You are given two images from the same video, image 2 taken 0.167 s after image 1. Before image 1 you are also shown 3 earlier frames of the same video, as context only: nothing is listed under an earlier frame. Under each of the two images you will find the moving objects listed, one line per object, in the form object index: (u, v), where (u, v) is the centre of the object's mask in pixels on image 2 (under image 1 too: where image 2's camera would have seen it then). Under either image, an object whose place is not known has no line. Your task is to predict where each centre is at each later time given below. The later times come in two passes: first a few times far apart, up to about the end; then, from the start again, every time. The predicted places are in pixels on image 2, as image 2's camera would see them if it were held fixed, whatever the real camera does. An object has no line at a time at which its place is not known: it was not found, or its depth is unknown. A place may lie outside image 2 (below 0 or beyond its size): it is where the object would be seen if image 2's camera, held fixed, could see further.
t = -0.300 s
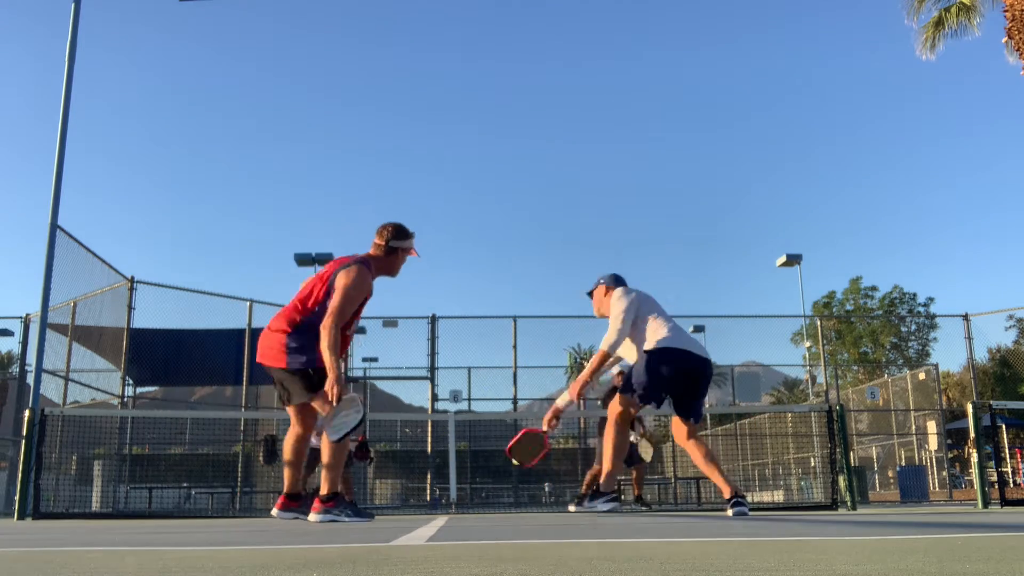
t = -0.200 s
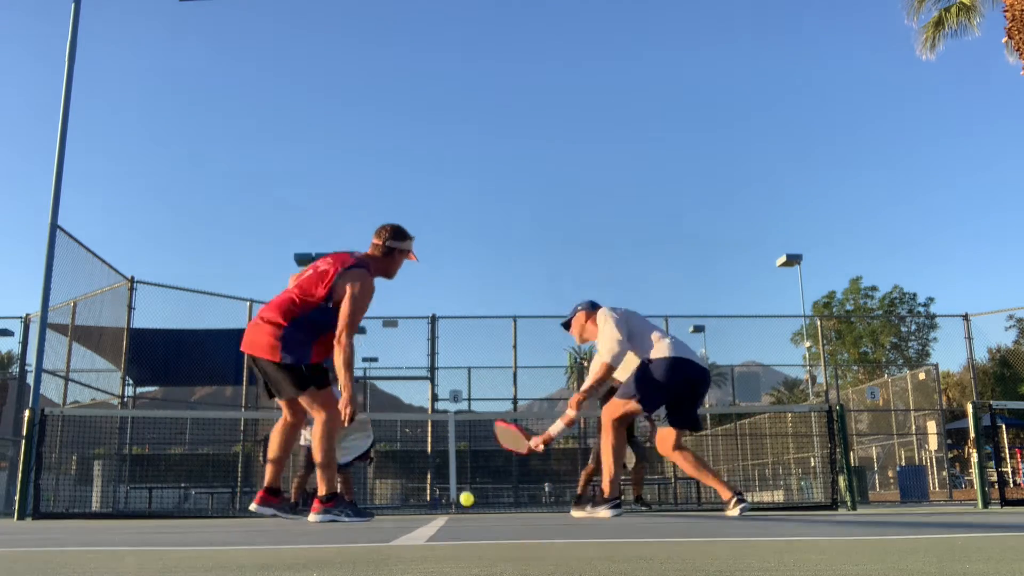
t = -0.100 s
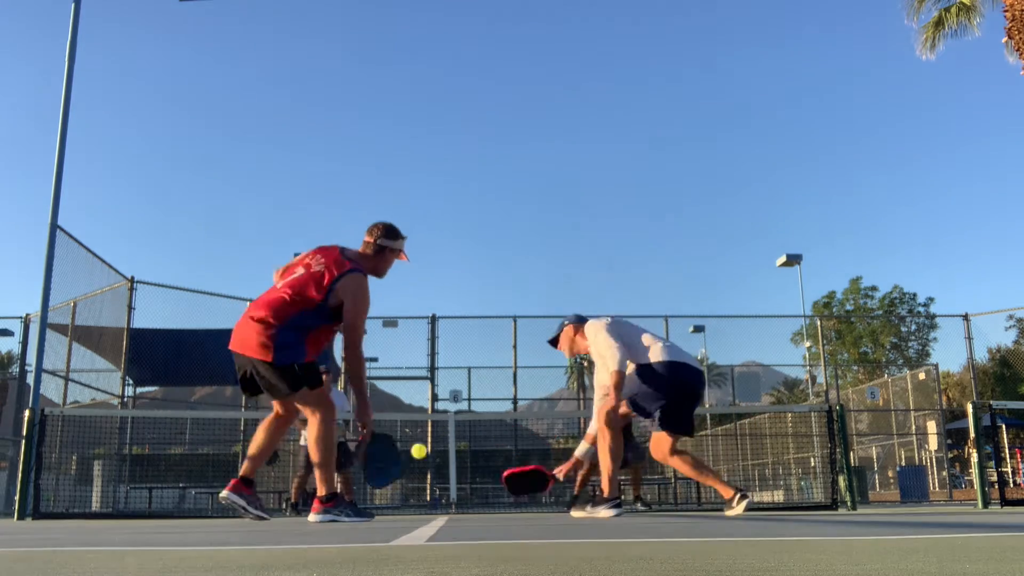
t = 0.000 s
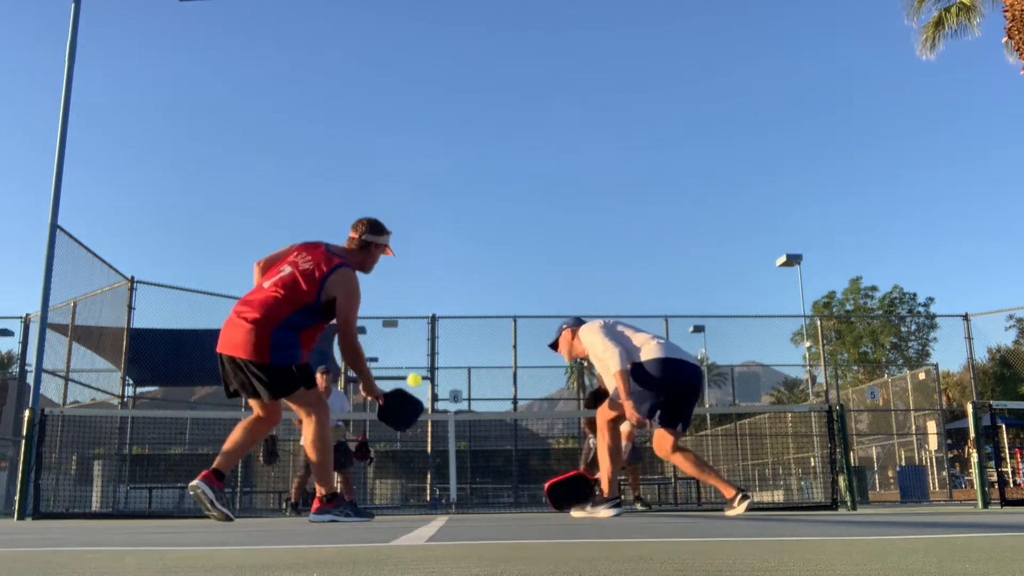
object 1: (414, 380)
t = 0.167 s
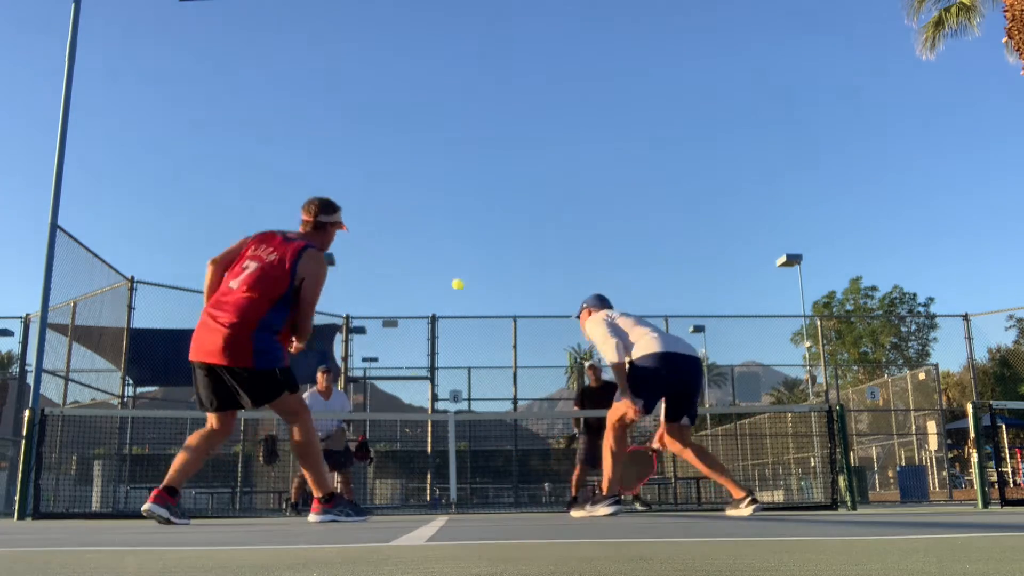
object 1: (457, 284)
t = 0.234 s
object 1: (471, 266)
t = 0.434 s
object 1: (501, 251)
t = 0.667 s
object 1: (526, 287)
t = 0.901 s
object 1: (546, 361)
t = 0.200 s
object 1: (464, 274)
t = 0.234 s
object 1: (471, 266)
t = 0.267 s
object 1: (476, 259)
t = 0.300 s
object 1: (482, 255)
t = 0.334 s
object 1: (487, 251)
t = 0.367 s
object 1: (492, 250)
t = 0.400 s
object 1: (496, 250)
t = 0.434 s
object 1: (501, 251)
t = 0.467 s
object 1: (505, 253)
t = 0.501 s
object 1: (509, 256)
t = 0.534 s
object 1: (513, 261)
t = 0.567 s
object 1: (516, 266)
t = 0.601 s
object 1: (520, 272)
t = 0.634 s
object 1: (523, 279)
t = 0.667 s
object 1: (526, 287)
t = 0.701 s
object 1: (529, 295)
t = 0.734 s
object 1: (532, 304)
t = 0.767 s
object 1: (534, 314)
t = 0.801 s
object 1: (537, 325)
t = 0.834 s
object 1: (541, 336)
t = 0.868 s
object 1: (543, 348)
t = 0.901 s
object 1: (546, 361)
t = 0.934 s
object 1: (548, 373)
